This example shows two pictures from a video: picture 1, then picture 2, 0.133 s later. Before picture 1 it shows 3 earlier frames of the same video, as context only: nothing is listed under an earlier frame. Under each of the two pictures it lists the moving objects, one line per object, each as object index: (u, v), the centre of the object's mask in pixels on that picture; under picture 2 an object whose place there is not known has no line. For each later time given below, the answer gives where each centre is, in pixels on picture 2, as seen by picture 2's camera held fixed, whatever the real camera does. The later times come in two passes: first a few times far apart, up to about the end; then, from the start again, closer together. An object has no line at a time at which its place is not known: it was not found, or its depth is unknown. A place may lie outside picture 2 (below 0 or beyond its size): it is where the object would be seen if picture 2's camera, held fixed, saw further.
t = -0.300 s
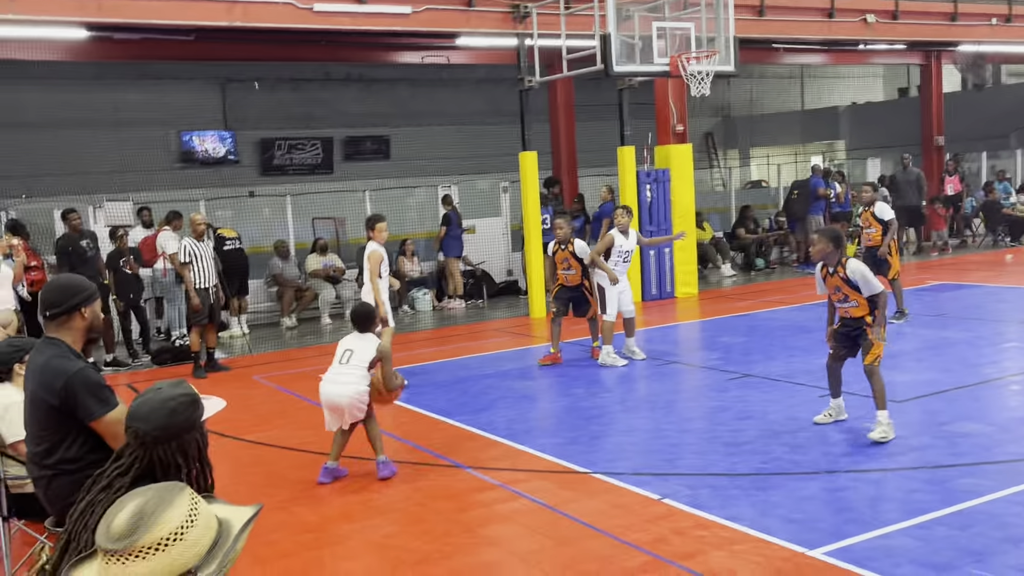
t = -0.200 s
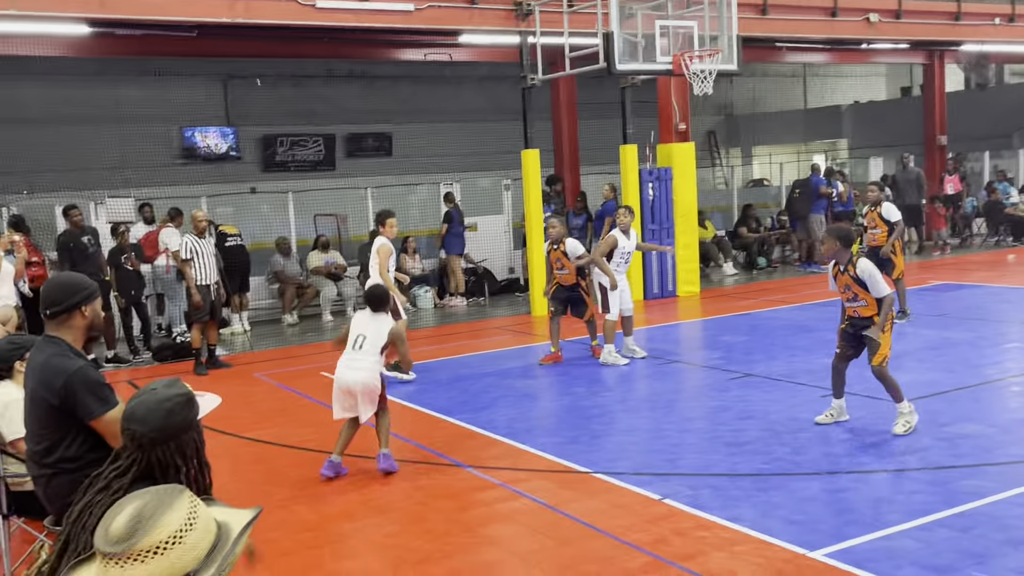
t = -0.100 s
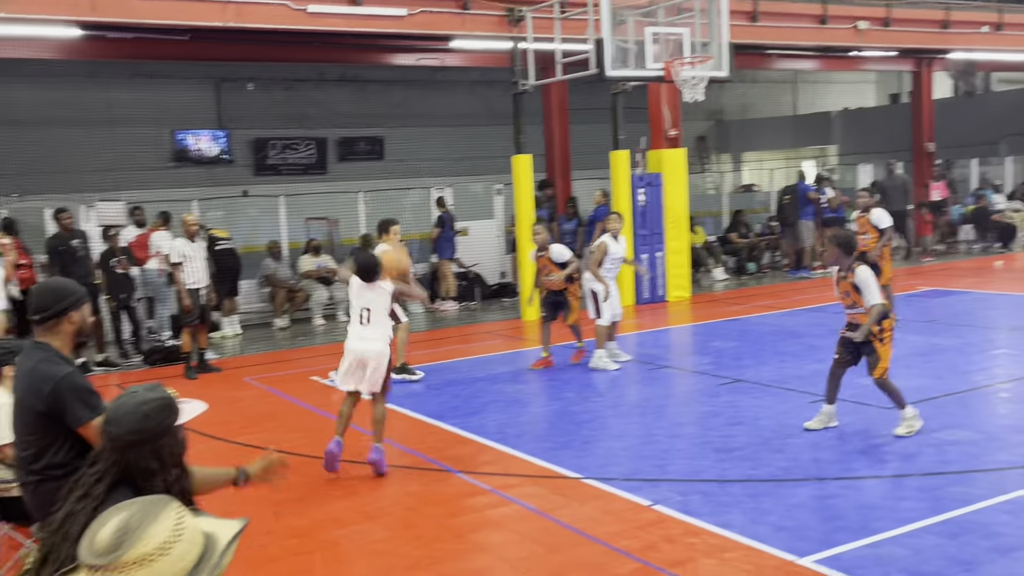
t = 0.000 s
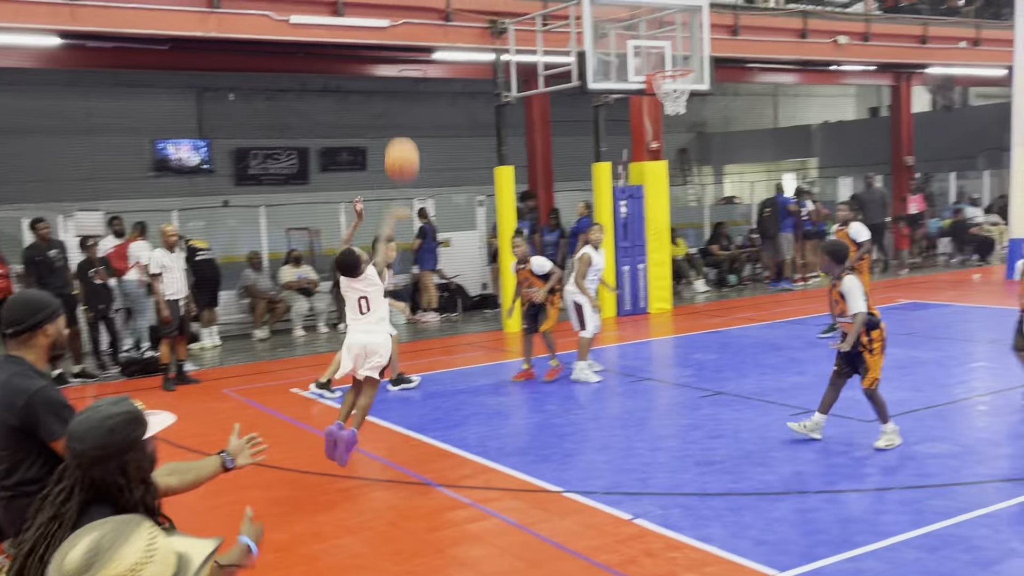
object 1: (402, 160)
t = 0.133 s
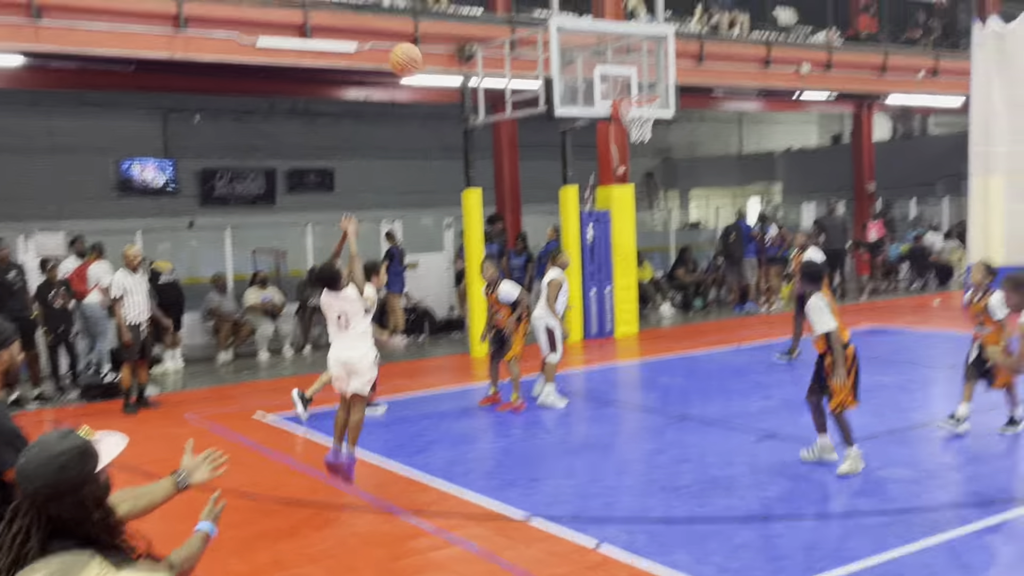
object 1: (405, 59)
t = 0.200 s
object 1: (422, 14)
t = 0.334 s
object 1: (454, -41)
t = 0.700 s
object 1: (536, -106)
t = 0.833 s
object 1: (560, -91)
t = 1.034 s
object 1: (593, -34)
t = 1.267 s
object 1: (628, 63)
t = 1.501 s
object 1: (645, 141)
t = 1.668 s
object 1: (650, 194)
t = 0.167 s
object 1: (414, 34)
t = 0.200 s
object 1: (422, 14)
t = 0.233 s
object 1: (431, -6)
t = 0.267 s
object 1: (440, -20)
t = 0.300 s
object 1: (447, -31)
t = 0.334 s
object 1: (454, -41)
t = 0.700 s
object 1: (536, -106)
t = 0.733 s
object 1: (541, -106)
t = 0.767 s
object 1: (548, -102)
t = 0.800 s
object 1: (554, -97)
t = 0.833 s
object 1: (560, -91)
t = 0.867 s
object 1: (566, -83)
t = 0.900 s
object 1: (571, -75)
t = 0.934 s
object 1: (577, -65)
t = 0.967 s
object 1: (583, -56)
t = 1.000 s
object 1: (588, -46)
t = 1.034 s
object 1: (593, -34)
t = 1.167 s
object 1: (613, 16)
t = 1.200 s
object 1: (619, 32)
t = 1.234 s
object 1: (623, 48)
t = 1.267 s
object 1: (628, 63)
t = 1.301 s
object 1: (632, 83)
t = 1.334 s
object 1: (635, 98)
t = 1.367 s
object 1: (640, 112)
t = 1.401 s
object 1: (643, 121)
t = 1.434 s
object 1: (645, 127)
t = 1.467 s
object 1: (645, 134)
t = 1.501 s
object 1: (645, 141)
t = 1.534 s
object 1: (646, 150)
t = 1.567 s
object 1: (647, 161)
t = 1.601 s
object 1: (648, 170)
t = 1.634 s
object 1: (650, 181)
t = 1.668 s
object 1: (650, 194)
